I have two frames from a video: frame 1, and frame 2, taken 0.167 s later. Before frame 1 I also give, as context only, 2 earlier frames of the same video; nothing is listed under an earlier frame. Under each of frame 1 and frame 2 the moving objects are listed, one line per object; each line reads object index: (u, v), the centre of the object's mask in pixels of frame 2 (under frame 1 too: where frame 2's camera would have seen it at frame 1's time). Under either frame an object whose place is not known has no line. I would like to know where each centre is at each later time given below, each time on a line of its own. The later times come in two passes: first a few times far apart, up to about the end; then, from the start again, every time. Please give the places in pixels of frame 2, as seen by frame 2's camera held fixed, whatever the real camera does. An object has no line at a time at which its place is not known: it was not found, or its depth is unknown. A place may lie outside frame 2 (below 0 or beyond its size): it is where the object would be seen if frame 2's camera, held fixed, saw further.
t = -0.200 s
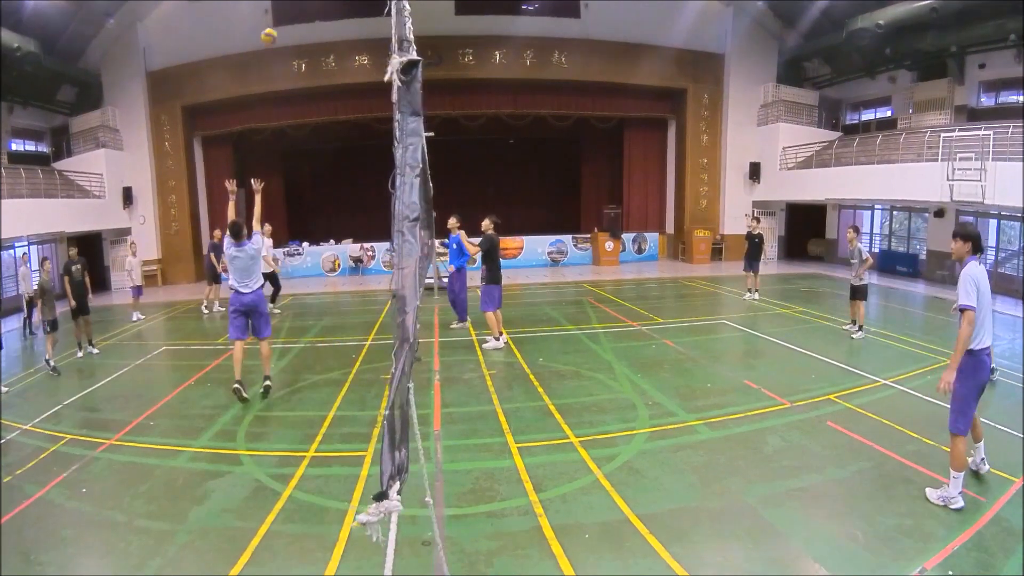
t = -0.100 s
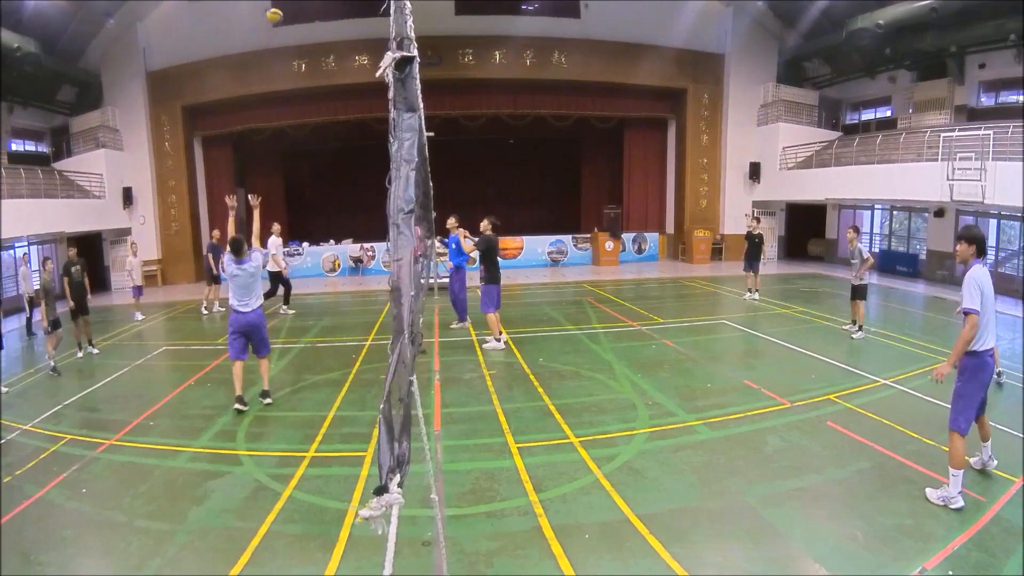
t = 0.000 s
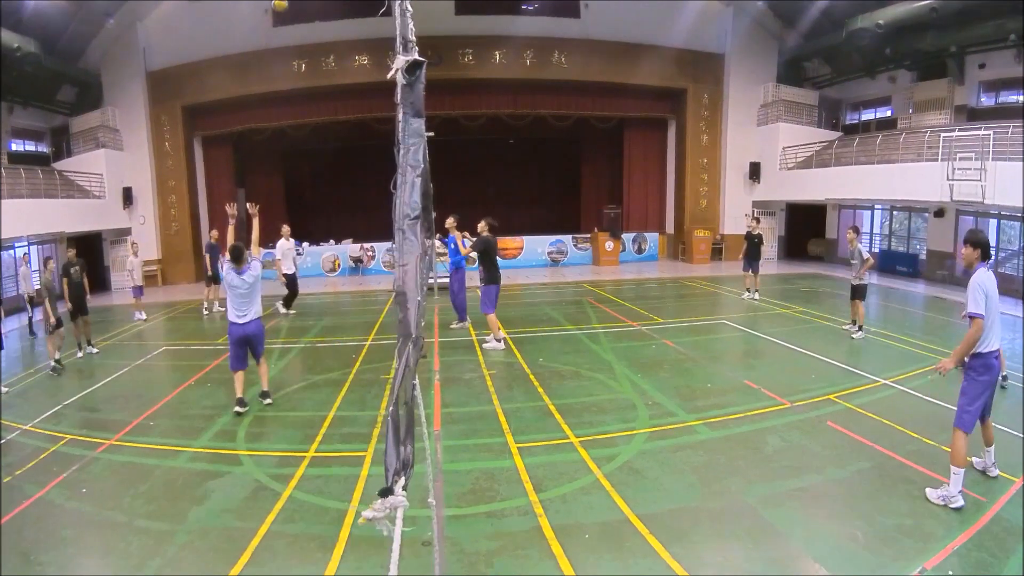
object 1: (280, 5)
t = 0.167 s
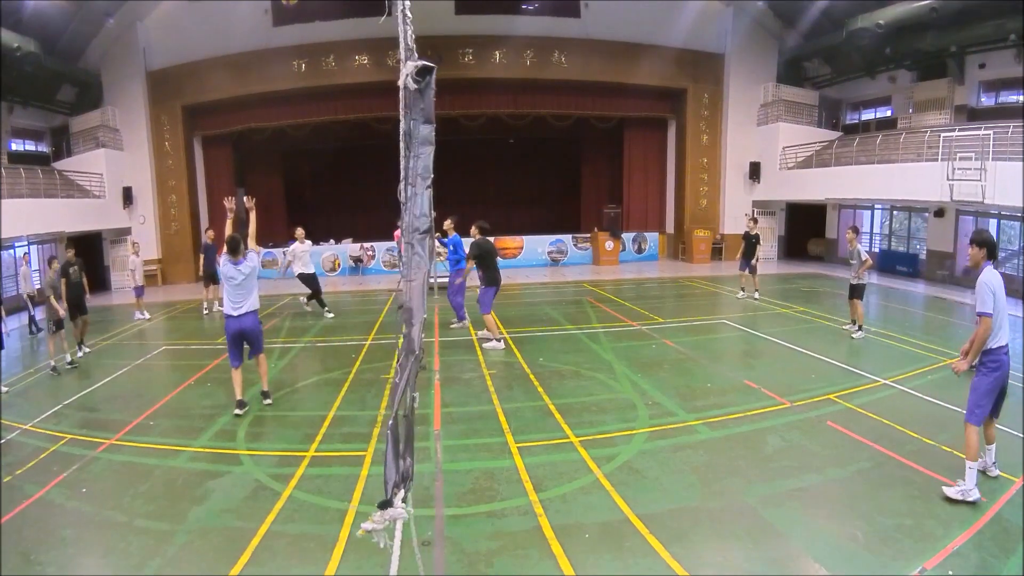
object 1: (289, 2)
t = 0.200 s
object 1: (291, 2)
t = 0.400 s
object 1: (303, 17)
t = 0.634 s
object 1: (316, 59)
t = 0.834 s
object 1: (326, 118)
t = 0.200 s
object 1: (291, 2)
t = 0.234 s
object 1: (293, 3)
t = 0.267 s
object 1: (295, 4)
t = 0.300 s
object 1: (297, 6)
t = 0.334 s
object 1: (299, 9)
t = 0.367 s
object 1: (301, 13)
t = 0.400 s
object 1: (303, 17)
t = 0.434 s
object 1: (305, 21)
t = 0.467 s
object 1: (306, 27)
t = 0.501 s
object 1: (308, 32)
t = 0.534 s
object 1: (310, 38)
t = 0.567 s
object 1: (312, 45)
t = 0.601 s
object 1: (314, 52)
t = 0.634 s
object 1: (316, 59)
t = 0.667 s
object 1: (318, 68)
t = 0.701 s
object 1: (319, 76)
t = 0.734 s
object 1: (321, 87)
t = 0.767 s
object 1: (323, 97)
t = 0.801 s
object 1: (325, 107)
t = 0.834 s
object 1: (326, 118)
